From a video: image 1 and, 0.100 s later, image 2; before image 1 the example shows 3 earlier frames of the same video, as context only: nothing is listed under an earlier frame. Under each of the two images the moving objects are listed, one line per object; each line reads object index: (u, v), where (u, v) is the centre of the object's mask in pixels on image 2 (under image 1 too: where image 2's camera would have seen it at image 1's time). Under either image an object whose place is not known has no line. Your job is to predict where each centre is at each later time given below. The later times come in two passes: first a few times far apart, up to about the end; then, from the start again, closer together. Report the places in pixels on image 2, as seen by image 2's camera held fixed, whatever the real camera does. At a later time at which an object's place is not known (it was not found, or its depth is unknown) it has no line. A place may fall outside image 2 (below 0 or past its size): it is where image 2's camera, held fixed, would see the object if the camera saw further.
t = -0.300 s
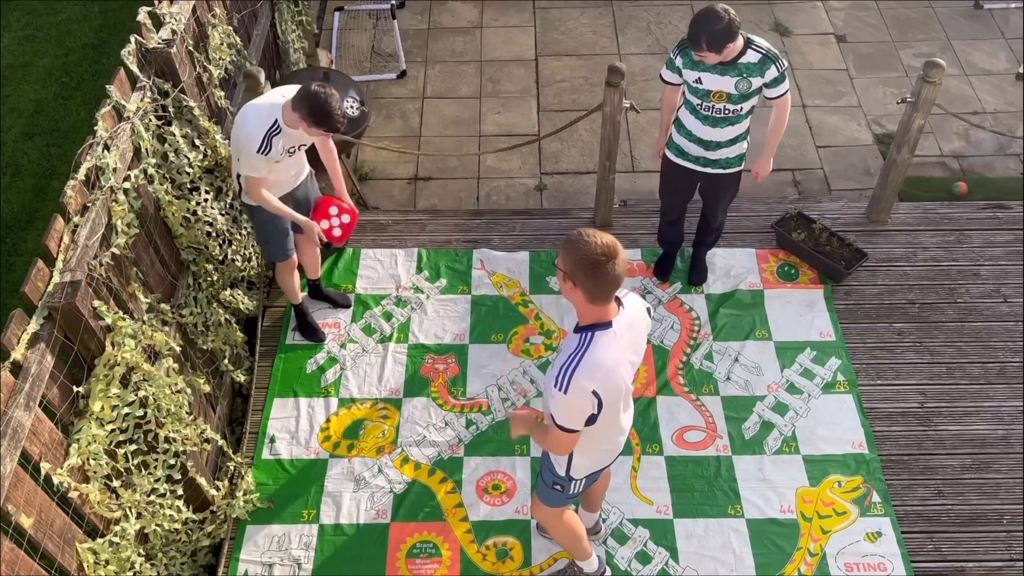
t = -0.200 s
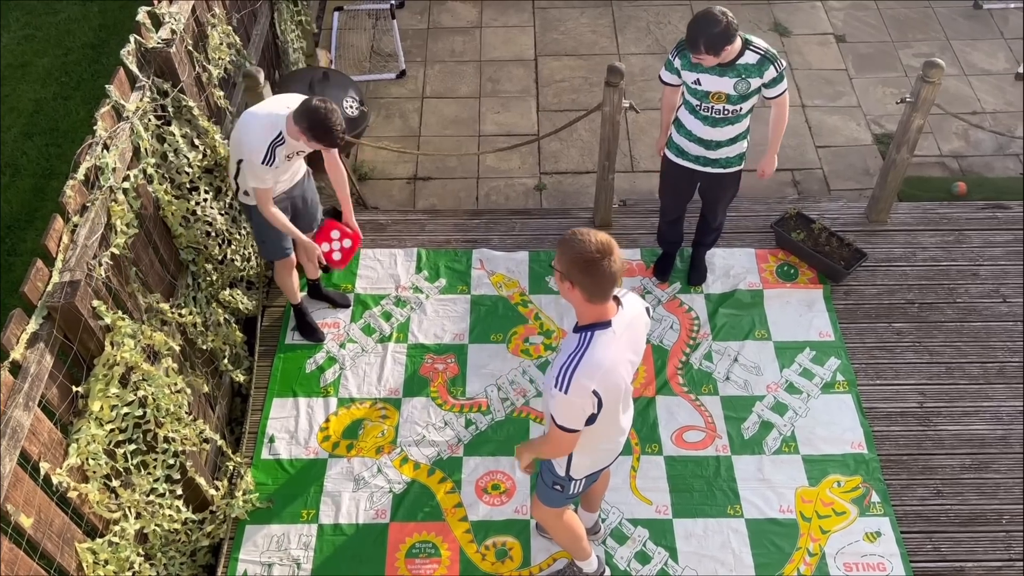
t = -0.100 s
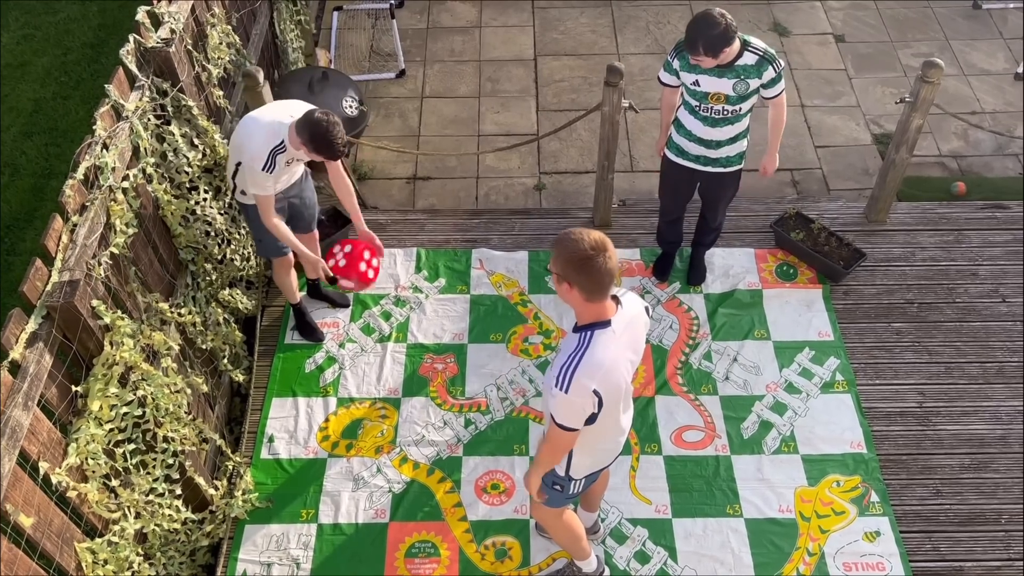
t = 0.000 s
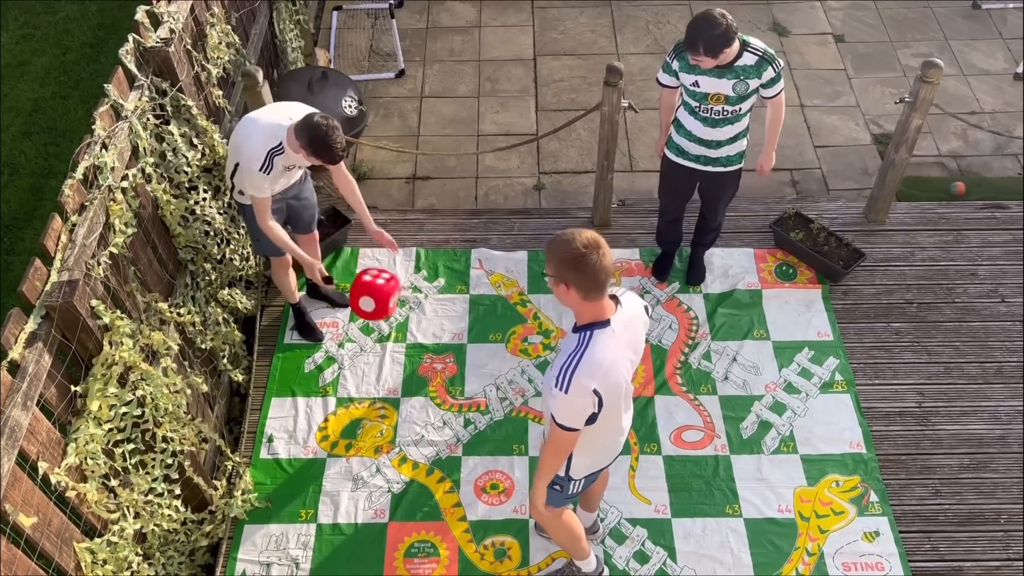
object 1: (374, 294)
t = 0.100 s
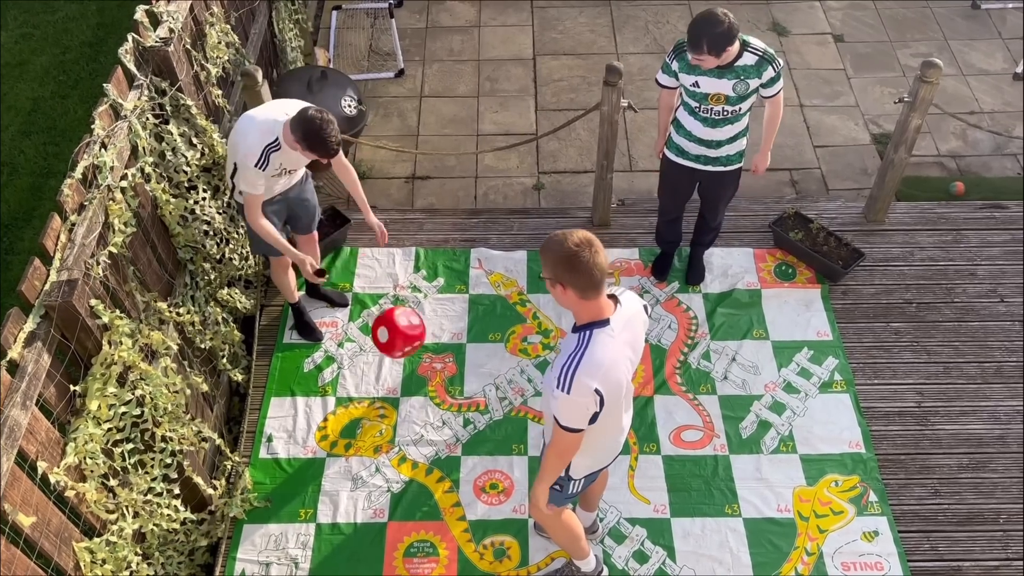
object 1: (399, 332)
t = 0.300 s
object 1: (429, 368)
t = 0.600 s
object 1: (440, 369)
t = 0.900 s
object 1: (455, 371)
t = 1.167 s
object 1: (478, 372)
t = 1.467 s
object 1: (492, 363)
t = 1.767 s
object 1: (502, 354)
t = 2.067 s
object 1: (497, 350)
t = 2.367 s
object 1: (497, 350)
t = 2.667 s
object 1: (497, 350)
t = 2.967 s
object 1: (497, 350)
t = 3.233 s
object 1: (497, 350)
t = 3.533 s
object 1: (498, 350)
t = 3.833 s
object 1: (498, 350)
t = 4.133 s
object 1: (498, 351)
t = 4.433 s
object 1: (498, 351)
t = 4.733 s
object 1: (498, 351)
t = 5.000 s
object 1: (498, 351)
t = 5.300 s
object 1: (498, 351)
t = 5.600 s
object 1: (498, 351)
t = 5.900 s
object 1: (498, 351)
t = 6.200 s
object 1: (498, 351)
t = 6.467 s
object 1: (498, 351)
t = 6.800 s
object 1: (498, 351)
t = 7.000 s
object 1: (498, 351)
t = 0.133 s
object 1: (407, 346)
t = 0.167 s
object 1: (415, 361)
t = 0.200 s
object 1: (424, 378)
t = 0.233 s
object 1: (427, 378)
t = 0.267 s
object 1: (428, 373)
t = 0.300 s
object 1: (429, 368)
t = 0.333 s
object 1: (430, 363)
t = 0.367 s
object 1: (430, 361)
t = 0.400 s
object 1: (431, 359)
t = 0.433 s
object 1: (432, 358)
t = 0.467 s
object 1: (434, 358)
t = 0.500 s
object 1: (435, 359)
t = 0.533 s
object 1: (437, 361)
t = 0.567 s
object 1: (438, 365)
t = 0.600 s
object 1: (440, 369)
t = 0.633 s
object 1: (442, 374)
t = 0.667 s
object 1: (444, 381)
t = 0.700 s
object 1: (445, 376)
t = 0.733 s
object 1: (446, 373)
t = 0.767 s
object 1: (448, 370)
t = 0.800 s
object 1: (449, 369)
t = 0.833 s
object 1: (451, 369)
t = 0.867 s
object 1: (453, 369)
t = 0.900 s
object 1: (455, 371)
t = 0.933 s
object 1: (456, 374)
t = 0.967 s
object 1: (459, 377)
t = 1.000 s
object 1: (460, 381)
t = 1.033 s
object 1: (464, 376)
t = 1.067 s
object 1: (467, 374)
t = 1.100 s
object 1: (471, 373)
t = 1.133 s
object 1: (474, 372)
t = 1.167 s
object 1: (478, 372)
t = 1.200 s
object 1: (480, 369)
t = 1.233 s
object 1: (481, 367)
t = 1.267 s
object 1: (484, 366)
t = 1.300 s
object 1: (485, 366)
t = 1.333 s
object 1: (487, 365)
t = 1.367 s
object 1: (488, 364)
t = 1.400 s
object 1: (489, 364)
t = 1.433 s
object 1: (490, 363)
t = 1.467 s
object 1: (492, 363)
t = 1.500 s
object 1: (493, 362)
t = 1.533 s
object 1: (495, 361)
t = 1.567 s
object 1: (496, 360)
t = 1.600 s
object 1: (498, 359)
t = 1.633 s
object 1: (499, 358)
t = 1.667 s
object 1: (501, 357)
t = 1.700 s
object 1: (501, 356)
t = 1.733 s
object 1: (501, 356)
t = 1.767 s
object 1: (502, 354)
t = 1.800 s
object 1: (501, 353)
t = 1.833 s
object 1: (501, 353)
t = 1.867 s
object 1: (500, 352)
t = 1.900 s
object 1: (499, 351)
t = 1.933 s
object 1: (498, 351)
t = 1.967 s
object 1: (497, 350)
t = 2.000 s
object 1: (496, 349)
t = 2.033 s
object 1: (496, 349)
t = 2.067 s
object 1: (497, 350)
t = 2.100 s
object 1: (497, 350)
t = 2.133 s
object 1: (497, 350)
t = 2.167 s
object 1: (497, 350)
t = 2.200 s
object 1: (497, 350)
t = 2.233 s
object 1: (497, 350)
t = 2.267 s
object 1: (497, 350)
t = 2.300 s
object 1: (497, 350)
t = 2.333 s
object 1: (497, 350)
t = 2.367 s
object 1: (497, 350)
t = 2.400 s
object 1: (497, 350)
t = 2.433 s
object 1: (497, 350)
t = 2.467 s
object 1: (497, 350)
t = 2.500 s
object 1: (497, 350)
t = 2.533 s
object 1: (497, 350)
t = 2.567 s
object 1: (497, 350)
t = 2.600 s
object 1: (497, 350)
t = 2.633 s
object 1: (497, 350)
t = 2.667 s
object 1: (497, 350)
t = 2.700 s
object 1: (497, 350)
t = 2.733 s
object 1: (497, 350)
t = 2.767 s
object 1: (497, 350)
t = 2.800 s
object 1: (497, 350)
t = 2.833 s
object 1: (497, 350)
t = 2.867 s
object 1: (497, 350)
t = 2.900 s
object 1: (497, 350)
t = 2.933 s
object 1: (497, 350)
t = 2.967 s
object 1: (497, 350)
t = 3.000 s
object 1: (497, 350)
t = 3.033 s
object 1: (497, 350)
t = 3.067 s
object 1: (497, 350)
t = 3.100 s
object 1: (497, 350)
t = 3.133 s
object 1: (497, 350)
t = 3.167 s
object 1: (497, 350)
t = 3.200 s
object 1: (497, 350)
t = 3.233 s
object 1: (497, 350)
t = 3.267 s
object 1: (498, 350)
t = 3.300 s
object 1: (497, 350)
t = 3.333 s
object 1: (497, 350)
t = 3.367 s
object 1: (497, 350)
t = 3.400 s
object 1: (497, 350)
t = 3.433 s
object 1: (497, 350)
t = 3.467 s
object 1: (497, 350)
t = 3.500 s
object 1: (497, 350)
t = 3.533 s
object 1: (498, 350)
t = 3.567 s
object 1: (497, 350)
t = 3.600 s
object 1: (497, 350)
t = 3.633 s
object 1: (498, 350)
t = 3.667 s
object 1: (498, 350)
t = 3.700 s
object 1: (497, 350)
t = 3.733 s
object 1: (498, 350)
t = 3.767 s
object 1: (498, 350)
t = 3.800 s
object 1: (497, 350)
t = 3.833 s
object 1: (498, 350)
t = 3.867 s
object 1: (498, 350)
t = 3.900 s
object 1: (498, 350)
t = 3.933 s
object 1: (498, 351)
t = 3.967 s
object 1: (498, 350)
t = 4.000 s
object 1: (497, 350)
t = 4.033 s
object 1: (497, 351)
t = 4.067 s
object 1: (498, 351)
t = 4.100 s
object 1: (498, 351)
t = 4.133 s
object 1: (498, 351)
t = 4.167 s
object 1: (498, 351)
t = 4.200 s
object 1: (498, 351)
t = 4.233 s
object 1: (498, 351)
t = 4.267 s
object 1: (498, 351)
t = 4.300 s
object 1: (498, 351)
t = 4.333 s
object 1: (498, 351)
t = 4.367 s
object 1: (498, 351)
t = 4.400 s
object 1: (498, 351)
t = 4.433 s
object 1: (498, 351)
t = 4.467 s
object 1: (498, 351)
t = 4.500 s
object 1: (498, 351)
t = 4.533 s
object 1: (498, 351)
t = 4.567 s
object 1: (498, 351)
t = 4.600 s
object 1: (498, 351)
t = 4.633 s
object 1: (498, 351)
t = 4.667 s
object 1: (498, 351)
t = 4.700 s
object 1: (498, 351)
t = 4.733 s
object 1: (498, 351)
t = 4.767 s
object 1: (498, 351)
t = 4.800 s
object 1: (498, 351)
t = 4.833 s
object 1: (498, 351)
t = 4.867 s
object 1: (498, 351)
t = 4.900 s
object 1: (498, 351)
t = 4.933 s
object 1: (498, 351)
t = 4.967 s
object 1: (498, 351)
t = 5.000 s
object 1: (498, 351)
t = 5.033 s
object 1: (498, 351)
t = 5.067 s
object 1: (498, 351)
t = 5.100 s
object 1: (498, 351)
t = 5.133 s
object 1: (498, 351)
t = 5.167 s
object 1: (498, 351)
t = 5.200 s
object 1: (498, 351)
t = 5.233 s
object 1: (498, 351)
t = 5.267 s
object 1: (498, 351)
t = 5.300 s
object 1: (498, 351)
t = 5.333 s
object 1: (498, 351)
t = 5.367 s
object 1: (498, 351)
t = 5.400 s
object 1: (498, 351)
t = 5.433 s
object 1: (498, 351)
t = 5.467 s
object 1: (498, 351)
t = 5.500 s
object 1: (498, 351)
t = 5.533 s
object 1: (498, 351)
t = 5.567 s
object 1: (498, 351)
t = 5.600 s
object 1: (498, 351)
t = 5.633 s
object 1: (498, 351)
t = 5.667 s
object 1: (498, 351)
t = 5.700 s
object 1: (498, 351)
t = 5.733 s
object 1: (498, 351)
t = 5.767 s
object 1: (498, 351)
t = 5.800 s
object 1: (498, 351)
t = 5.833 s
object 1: (498, 351)
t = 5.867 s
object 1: (498, 351)
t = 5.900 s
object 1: (498, 351)
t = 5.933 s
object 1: (498, 351)
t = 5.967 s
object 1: (498, 351)
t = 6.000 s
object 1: (498, 351)
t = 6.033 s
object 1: (498, 351)
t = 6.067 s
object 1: (498, 351)
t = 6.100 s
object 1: (498, 351)
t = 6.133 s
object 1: (498, 351)
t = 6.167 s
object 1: (498, 351)
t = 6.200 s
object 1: (498, 351)
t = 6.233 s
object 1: (498, 351)
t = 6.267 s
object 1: (498, 351)
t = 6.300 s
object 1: (498, 351)
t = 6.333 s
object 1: (498, 351)
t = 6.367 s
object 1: (498, 351)
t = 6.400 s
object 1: (498, 351)
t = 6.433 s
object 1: (498, 351)
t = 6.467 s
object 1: (498, 351)
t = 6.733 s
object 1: (498, 351)
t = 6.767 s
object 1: (498, 351)
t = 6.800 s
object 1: (498, 351)
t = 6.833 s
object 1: (498, 351)
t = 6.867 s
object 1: (498, 351)
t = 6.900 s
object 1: (498, 351)
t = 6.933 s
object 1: (498, 351)
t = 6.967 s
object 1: (498, 351)
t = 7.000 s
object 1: (498, 351)
